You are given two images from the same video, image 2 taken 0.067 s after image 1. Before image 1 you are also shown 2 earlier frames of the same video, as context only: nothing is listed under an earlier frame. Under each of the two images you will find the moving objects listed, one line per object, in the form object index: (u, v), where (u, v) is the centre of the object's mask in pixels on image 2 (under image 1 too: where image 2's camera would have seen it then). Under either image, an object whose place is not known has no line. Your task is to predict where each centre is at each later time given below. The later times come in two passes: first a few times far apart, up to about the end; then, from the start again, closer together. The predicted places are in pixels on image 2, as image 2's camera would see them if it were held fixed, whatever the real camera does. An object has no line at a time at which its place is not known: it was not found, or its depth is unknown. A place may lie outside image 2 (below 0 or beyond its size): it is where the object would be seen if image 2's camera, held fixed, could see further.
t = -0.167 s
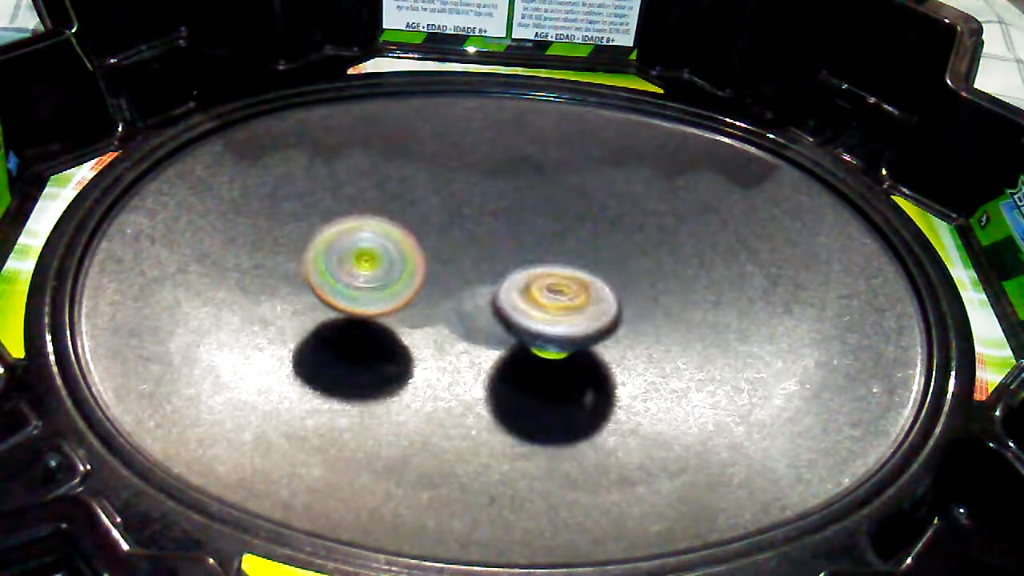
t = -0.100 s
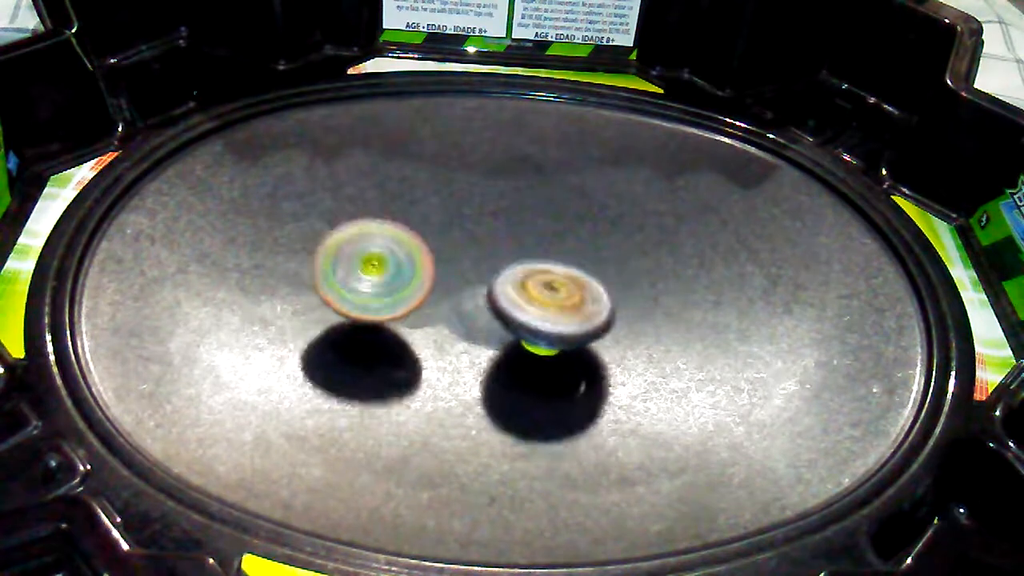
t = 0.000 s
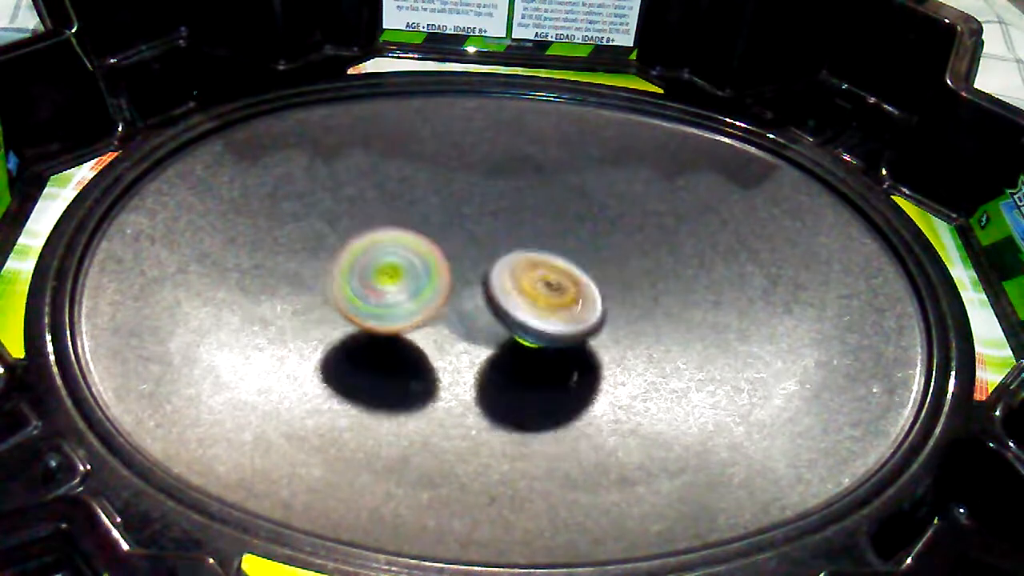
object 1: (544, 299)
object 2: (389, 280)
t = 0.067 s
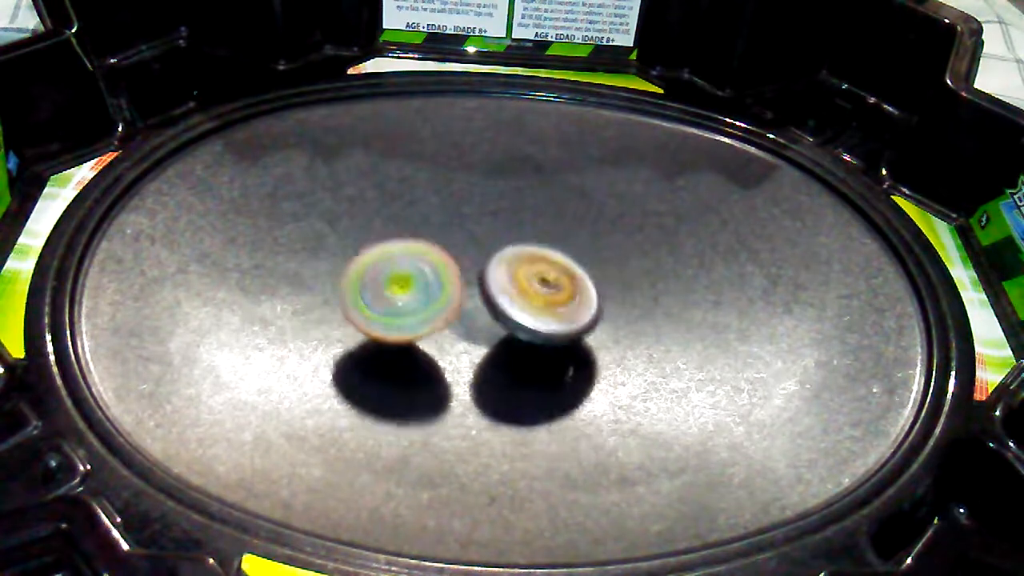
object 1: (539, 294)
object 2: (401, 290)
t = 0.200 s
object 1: (539, 286)
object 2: (421, 311)
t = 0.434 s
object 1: (553, 280)
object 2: (434, 344)
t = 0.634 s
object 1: (560, 288)
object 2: (437, 347)
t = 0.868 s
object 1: (566, 289)
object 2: (435, 334)
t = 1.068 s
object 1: (562, 283)
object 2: (449, 320)
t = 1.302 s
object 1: (575, 280)
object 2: (460, 305)
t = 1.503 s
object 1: (577, 283)
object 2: (454, 295)
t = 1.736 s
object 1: (582, 290)
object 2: (427, 266)
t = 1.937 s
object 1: (565, 279)
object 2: (442, 255)
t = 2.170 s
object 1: (580, 278)
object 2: (428, 261)
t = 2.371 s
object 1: (567, 275)
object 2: (419, 269)
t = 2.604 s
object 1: (536, 265)
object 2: (416, 275)
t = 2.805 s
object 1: (535, 258)
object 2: (420, 284)
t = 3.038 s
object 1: (540, 265)
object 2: (415, 288)
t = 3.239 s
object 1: (543, 290)
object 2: (399, 281)
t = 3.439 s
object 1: (542, 300)
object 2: (408, 266)
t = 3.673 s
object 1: (535, 309)
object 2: (415, 278)
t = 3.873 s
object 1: (532, 319)
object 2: (422, 281)
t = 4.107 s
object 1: (539, 315)
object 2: (415, 283)
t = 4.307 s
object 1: (550, 306)
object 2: (420, 299)
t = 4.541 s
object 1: (542, 315)
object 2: (419, 297)
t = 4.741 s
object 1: (526, 298)
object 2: (424, 302)
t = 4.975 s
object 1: (560, 292)
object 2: (424, 302)
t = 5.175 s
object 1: (550, 314)
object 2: (424, 302)
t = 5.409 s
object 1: (516, 293)
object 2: (419, 298)
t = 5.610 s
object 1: (526, 287)
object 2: (420, 301)
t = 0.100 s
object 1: (538, 291)
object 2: (406, 294)
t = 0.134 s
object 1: (538, 289)
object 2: (413, 301)
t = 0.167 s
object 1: (538, 287)
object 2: (418, 306)
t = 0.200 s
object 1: (539, 286)
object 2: (421, 311)
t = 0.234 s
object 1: (541, 284)
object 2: (426, 316)
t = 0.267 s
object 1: (542, 282)
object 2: (429, 322)
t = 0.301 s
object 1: (544, 280)
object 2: (432, 327)
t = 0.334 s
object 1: (545, 280)
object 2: (433, 331)
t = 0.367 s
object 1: (548, 279)
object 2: (434, 335)
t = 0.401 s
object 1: (550, 280)
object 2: (436, 340)
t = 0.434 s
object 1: (553, 280)
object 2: (434, 344)
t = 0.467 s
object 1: (555, 281)
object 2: (435, 346)
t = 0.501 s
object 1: (557, 282)
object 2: (435, 348)
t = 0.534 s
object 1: (558, 283)
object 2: (436, 349)
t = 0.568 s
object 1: (560, 285)
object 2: (436, 349)
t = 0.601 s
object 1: (560, 287)
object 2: (436, 348)
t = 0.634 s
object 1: (560, 288)
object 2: (437, 347)
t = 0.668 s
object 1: (560, 290)
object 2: (438, 346)
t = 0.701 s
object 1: (559, 291)
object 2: (441, 345)
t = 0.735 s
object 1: (557, 293)
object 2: (444, 343)
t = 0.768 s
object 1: (556, 294)
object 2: (446, 339)
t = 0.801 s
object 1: (555, 294)
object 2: (449, 337)
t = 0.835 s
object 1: (560, 292)
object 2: (442, 335)
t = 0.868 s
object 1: (566, 289)
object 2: (435, 334)
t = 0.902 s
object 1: (568, 288)
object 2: (436, 332)
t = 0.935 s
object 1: (567, 288)
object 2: (438, 329)
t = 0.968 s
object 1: (565, 287)
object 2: (439, 328)
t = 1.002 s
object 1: (564, 286)
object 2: (440, 325)
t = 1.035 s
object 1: (562, 285)
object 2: (444, 322)
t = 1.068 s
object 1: (562, 283)
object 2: (449, 320)
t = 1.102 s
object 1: (564, 282)
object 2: (450, 318)
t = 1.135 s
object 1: (572, 280)
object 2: (447, 314)
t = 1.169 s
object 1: (576, 282)
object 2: (449, 309)
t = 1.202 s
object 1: (576, 283)
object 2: (454, 310)
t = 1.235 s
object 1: (575, 283)
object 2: (457, 309)
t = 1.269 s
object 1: (575, 282)
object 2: (458, 308)
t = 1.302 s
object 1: (575, 280)
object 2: (460, 305)
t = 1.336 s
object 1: (579, 279)
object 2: (456, 301)
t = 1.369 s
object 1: (582, 280)
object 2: (455, 297)
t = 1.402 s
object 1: (582, 282)
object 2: (457, 295)
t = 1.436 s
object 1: (579, 283)
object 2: (459, 297)
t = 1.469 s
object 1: (578, 283)
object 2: (455, 297)
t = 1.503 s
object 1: (577, 283)
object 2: (454, 295)
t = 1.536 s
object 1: (577, 283)
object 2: (453, 291)
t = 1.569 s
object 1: (577, 285)
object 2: (453, 288)
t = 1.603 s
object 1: (585, 287)
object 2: (439, 281)
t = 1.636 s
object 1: (589, 289)
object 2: (432, 275)
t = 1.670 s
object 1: (588, 290)
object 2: (431, 272)
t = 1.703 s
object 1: (585, 291)
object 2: (429, 268)
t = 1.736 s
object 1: (582, 290)
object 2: (427, 266)
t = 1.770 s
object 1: (579, 288)
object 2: (426, 261)
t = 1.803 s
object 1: (578, 288)
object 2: (429, 258)
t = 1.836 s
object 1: (574, 286)
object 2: (431, 257)
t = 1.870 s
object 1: (570, 284)
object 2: (435, 256)
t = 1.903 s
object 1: (568, 281)
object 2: (437, 256)
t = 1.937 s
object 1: (565, 279)
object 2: (442, 255)
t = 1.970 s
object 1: (568, 280)
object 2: (441, 256)
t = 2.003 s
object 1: (576, 281)
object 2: (433, 251)
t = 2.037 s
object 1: (581, 281)
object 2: (431, 250)
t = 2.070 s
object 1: (582, 281)
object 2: (434, 250)
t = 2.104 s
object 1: (583, 280)
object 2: (436, 255)
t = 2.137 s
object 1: (582, 280)
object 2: (433, 259)
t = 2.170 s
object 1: (580, 278)
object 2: (428, 261)
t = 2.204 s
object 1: (579, 277)
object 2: (425, 261)
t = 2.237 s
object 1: (577, 275)
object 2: (427, 260)
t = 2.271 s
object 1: (575, 275)
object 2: (428, 264)
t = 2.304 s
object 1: (574, 275)
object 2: (426, 267)
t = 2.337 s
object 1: (571, 275)
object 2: (422, 271)
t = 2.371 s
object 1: (567, 275)
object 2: (419, 269)
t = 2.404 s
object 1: (562, 275)
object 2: (419, 270)
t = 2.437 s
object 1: (557, 276)
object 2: (420, 271)
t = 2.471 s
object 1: (553, 275)
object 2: (420, 272)
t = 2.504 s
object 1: (547, 274)
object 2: (418, 275)
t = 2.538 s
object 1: (543, 271)
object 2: (415, 275)
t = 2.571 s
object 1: (540, 269)
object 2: (415, 275)
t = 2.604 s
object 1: (536, 265)
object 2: (416, 275)
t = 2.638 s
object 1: (534, 263)
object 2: (418, 277)
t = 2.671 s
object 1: (534, 262)
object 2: (417, 279)
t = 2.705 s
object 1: (534, 258)
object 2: (417, 281)
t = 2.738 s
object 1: (535, 257)
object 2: (416, 282)
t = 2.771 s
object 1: (535, 258)
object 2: (417, 281)
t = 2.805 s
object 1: (535, 258)
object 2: (420, 284)
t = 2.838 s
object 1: (535, 258)
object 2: (421, 286)
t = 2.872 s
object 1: (532, 258)
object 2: (420, 289)
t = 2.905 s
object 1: (531, 258)
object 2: (420, 289)
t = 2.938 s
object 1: (530, 256)
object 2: (422, 289)
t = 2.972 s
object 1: (531, 257)
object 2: (426, 290)
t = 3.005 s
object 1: (532, 263)
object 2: (418, 294)
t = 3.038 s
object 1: (540, 265)
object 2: (415, 288)
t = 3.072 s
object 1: (542, 269)
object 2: (413, 288)
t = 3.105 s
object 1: (543, 275)
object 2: (413, 288)
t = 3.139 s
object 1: (542, 278)
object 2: (412, 289)
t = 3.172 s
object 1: (536, 283)
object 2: (411, 288)
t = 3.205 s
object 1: (535, 286)
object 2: (407, 286)
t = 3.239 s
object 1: (543, 290)
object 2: (399, 281)
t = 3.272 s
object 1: (544, 291)
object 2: (398, 277)
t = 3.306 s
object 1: (544, 296)
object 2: (402, 274)
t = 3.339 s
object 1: (539, 297)
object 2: (409, 277)
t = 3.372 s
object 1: (535, 297)
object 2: (411, 277)
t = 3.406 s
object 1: (539, 297)
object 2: (408, 272)
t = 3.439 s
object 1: (542, 300)
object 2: (408, 266)
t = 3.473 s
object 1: (543, 302)
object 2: (412, 264)
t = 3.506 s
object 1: (539, 306)
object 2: (417, 266)
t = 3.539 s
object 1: (534, 305)
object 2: (417, 269)
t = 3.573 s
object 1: (531, 306)
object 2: (415, 271)
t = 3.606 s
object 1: (530, 305)
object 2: (414, 273)
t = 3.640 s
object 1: (531, 305)
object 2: (417, 272)
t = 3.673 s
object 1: (535, 309)
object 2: (415, 278)
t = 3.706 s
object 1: (539, 311)
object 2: (410, 266)
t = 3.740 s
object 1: (542, 315)
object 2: (418, 267)
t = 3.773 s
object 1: (541, 320)
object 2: (419, 273)
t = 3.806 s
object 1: (540, 323)
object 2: (423, 277)
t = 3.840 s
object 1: (536, 323)
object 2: (423, 282)
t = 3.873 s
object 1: (532, 319)
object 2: (422, 281)
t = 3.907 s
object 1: (539, 320)
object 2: (417, 279)
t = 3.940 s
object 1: (543, 320)
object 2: (412, 277)
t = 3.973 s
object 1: (543, 321)
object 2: (408, 276)
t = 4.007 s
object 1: (540, 319)
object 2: (408, 274)
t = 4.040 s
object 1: (538, 319)
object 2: (409, 276)
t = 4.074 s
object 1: (537, 317)
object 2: (410, 281)
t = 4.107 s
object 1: (539, 315)
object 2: (415, 283)
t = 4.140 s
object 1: (542, 312)
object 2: (418, 290)
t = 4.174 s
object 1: (542, 308)
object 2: (423, 296)
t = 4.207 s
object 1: (540, 306)
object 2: (423, 297)
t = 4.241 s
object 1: (541, 309)
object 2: (425, 300)
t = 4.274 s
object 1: (547, 309)
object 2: (421, 299)
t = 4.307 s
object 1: (550, 306)
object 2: (420, 299)
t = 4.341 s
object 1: (553, 307)
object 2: (419, 298)
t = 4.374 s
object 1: (551, 308)
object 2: (416, 297)
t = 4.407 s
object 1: (551, 310)
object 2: (416, 296)
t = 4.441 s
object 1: (550, 310)
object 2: (415, 296)
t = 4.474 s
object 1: (548, 313)
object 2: (416, 297)
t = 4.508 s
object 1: (546, 315)
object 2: (417, 297)
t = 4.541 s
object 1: (542, 315)
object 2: (419, 297)
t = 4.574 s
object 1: (540, 315)
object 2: (423, 300)
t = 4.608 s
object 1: (534, 313)
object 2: (427, 303)
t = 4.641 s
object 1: (529, 309)
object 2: (429, 305)
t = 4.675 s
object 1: (525, 304)
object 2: (429, 305)
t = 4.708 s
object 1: (525, 301)
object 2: (425, 304)
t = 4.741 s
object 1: (526, 298)
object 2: (424, 302)
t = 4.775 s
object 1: (526, 297)
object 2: (421, 300)
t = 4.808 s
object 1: (529, 296)
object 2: (421, 300)
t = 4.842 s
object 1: (535, 295)
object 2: (422, 300)
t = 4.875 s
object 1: (544, 292)
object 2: (424, 301)
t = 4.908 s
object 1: (550, 289)
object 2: (424, 301)
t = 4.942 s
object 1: (556, 291)
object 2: (424, 302)
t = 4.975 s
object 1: (560, 292)
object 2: (424, 302)
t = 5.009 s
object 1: (561, 294)
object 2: (424, 302)
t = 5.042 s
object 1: (563, 298)
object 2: (424, 302)
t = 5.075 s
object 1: (563, 302)
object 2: (424, 302)
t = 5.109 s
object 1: (561, 306)
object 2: (424, 302)
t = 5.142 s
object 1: (556, 311)
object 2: (424, 302)
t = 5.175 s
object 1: (550, 314)
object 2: (424, 302)
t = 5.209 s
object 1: (540, 315)
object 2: (424, 302)
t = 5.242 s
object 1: (533, 314)
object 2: (424, 302)
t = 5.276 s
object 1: (524, 310)
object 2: (424, 302)
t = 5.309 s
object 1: (517, 306)
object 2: (423, 301)
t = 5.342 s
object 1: (516, 304)
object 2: (421, 301)
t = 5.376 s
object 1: (517, 299)
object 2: (419, 299)
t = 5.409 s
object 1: (516, 293)
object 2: (419, 298)
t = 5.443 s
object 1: (516, 289)
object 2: (418, 299)
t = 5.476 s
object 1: (515, 286)
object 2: (420, 300)
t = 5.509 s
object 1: (516, 286)
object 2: (420, 301)
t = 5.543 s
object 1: (519, 286)
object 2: (421, 301)
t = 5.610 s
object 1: (526, 287)
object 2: (420, 301)
